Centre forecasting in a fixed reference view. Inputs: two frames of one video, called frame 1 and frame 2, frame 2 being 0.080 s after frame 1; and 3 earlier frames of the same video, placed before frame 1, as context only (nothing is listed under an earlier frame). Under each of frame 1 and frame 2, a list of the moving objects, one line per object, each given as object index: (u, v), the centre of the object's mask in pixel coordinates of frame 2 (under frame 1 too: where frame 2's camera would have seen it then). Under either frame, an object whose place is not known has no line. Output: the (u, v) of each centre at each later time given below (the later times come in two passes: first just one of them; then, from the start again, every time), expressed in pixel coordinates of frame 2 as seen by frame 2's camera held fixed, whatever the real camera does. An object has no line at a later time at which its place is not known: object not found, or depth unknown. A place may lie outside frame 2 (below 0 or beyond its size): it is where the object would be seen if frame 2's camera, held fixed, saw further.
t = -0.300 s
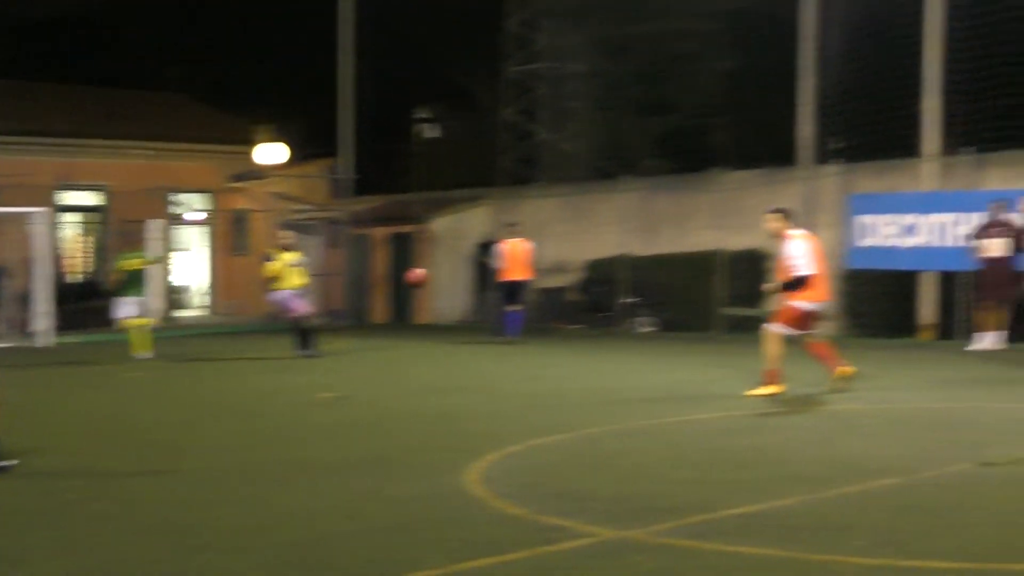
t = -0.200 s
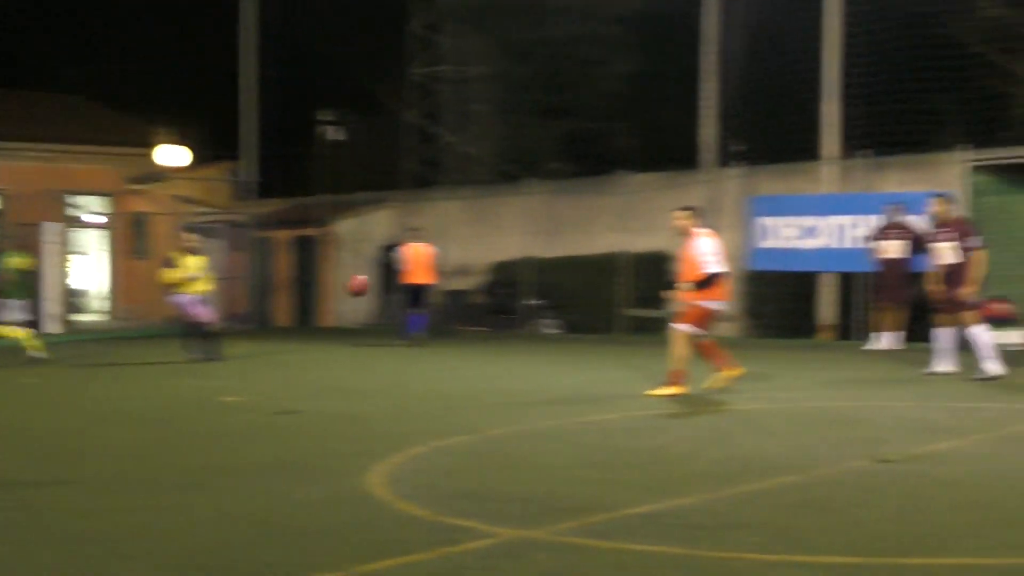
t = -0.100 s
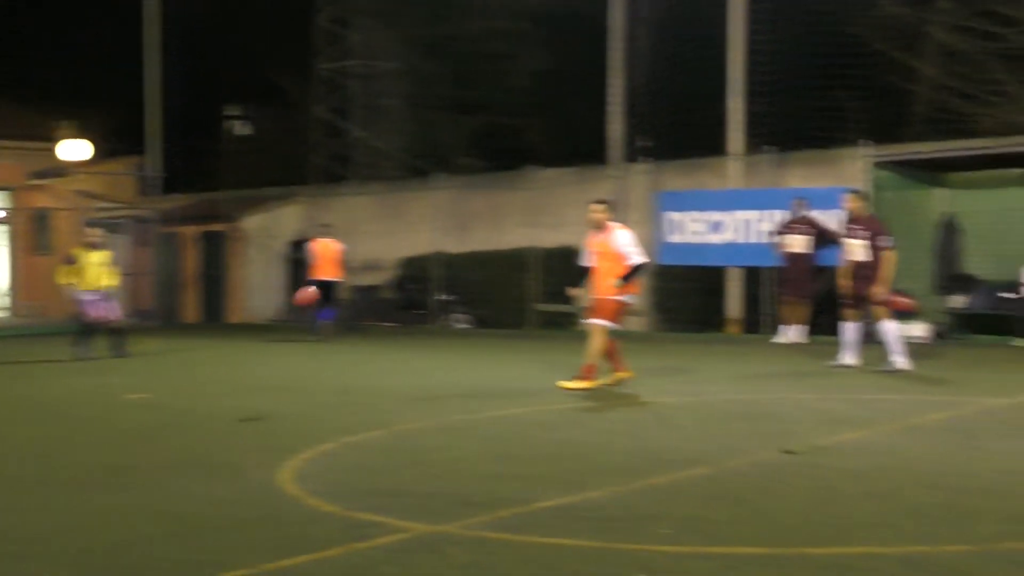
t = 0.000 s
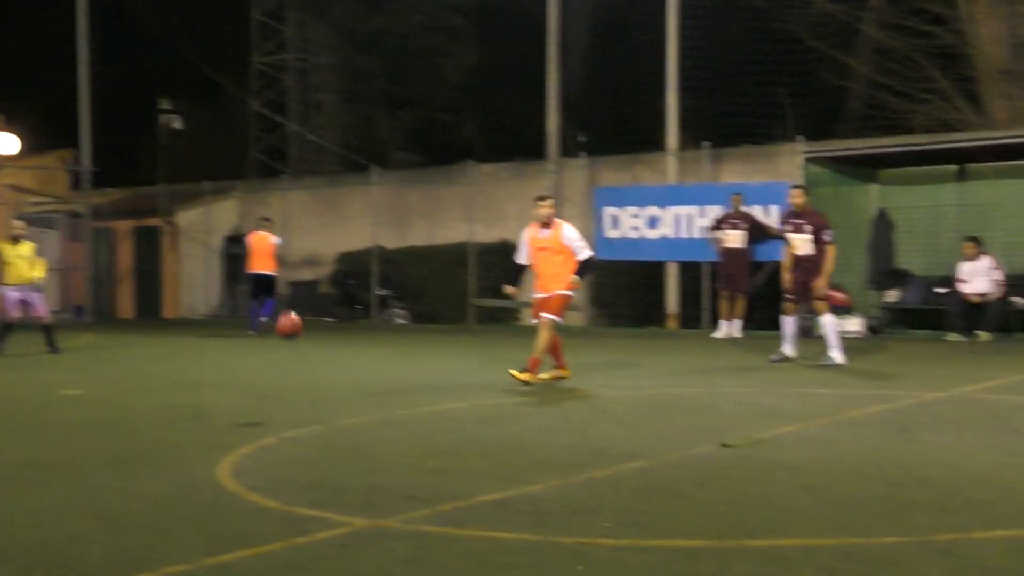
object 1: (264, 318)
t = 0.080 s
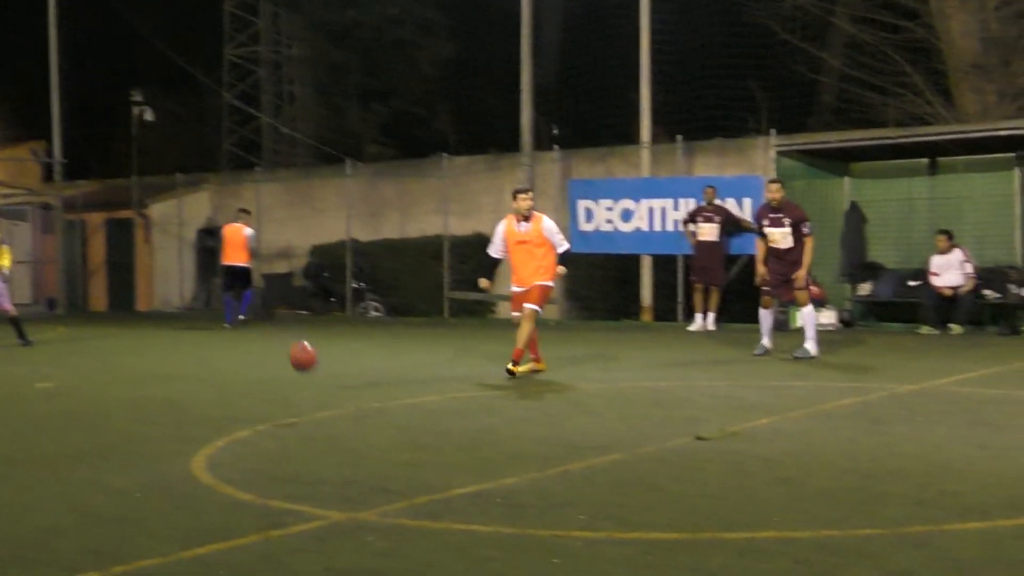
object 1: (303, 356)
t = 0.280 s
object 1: (384, 386)
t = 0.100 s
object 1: (313, 368)
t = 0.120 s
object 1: (324, 382)
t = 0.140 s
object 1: (336, 396)
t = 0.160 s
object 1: (348, 413)
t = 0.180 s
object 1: (355, 415)
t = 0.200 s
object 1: (361, 408)
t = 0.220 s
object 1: (367, 402)
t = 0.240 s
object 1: (372, 397)
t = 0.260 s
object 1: (378, 391)
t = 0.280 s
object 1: (384, 386)
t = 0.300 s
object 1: (389, 382)
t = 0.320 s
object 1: (394, 379)
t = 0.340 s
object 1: (399, 376)
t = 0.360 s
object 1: (406, 374)
